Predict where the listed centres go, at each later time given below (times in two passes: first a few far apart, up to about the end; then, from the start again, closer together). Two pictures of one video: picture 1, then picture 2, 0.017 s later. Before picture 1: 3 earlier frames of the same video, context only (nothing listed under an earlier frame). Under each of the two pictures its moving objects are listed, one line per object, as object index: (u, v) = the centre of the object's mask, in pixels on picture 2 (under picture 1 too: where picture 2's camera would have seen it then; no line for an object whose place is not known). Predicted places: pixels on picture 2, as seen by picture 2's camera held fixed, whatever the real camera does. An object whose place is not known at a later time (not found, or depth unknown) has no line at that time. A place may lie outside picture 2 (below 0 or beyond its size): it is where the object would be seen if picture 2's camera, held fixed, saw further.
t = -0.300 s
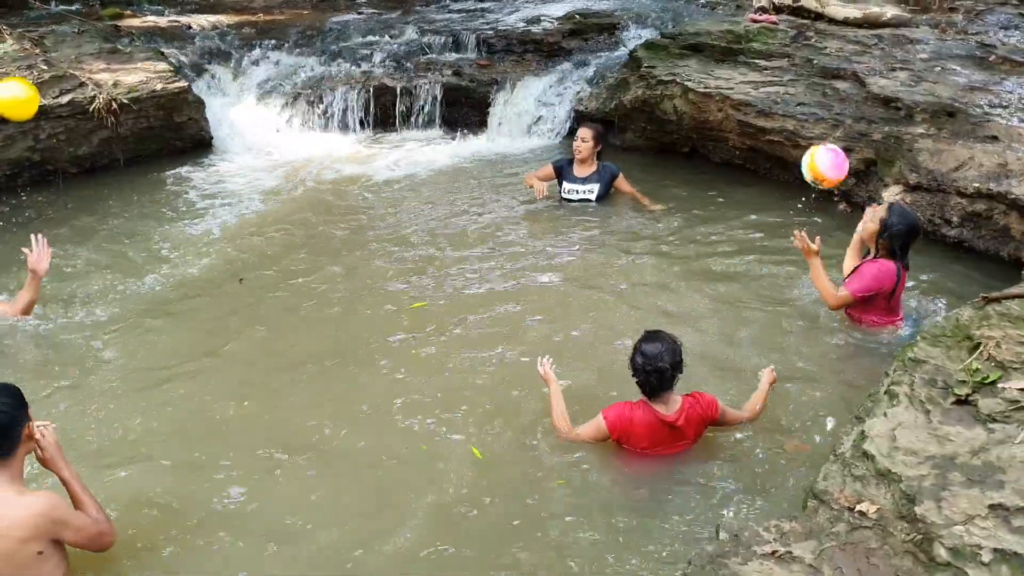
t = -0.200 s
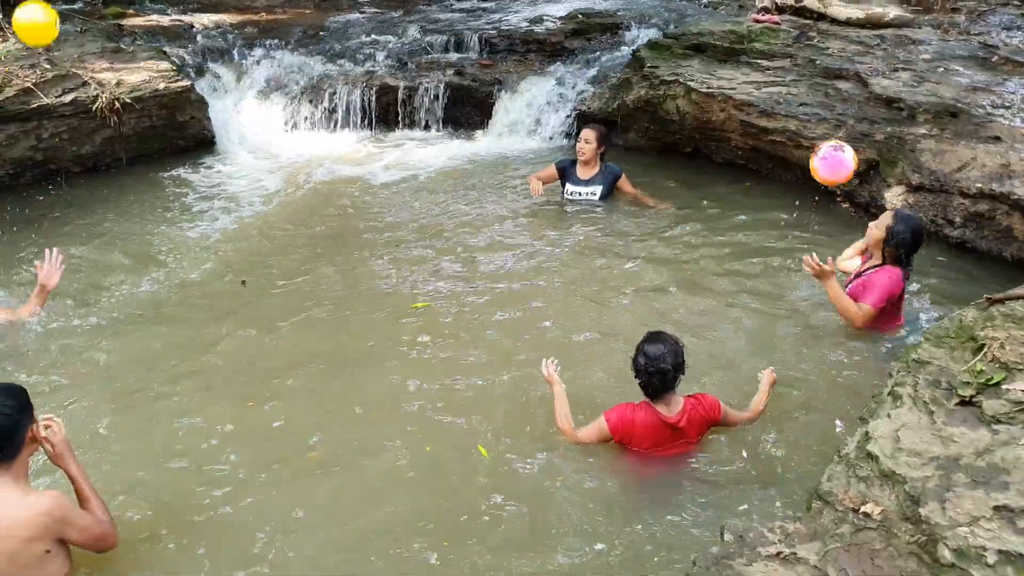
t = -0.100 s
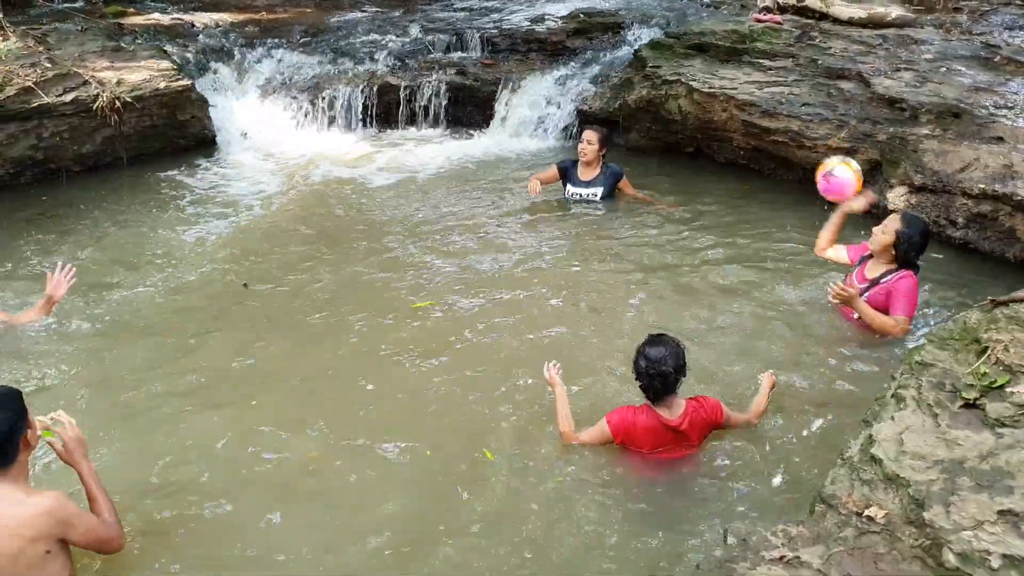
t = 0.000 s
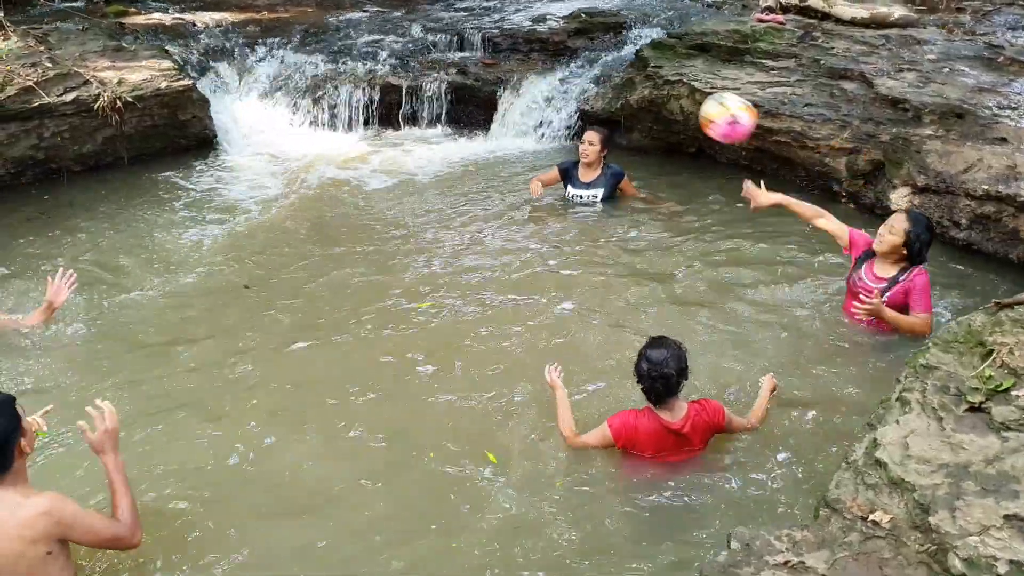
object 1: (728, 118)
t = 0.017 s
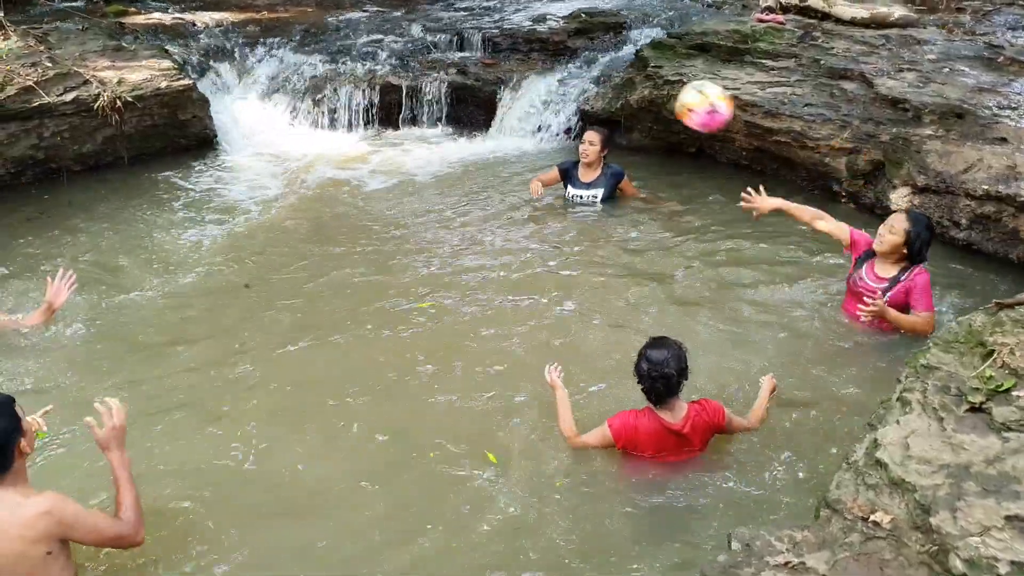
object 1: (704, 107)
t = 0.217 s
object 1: (408, 29)
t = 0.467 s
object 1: (197, 53)
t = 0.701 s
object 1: (130, 195)
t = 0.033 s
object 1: (680, 96)
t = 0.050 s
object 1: (657, 86)
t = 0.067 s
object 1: (633, 77)
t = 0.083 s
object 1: (608, 69)
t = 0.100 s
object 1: (583, 62)
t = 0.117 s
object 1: (558, 54)
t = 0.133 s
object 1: (533, 49)
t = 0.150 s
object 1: (509, 44)
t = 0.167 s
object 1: (483, 39)
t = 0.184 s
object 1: (458, 35)
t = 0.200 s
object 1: (433, 31)
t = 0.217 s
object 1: (408, 29)
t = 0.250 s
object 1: (358, 25)
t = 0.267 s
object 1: (334, 25)
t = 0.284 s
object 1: (310, 24)
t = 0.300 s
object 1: (285, 24)
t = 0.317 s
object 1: (268, 24)
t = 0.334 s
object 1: (255, 25)
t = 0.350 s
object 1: (246, 26)
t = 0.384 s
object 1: (231, 30)
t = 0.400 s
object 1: (224, 34)
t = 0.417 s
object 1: (217, 37)
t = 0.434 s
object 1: (210, 42)
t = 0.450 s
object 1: (204, 48)
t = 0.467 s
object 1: (197, 53)
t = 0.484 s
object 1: (191, 60)
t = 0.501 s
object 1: (185, 68)
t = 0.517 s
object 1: (179, 76)
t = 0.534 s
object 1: (174, 85)
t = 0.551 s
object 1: (169, 95)
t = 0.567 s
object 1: (164, 104)
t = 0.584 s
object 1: (159, 114)
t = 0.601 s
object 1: (155, 125)
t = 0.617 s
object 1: (150, 136)
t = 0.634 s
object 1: (146, 147)
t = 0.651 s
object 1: (142, 159)
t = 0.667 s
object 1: (139, 170)
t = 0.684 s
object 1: (134, 183)
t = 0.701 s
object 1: (130, 195)
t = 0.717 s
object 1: (126, 208)
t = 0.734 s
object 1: (122, 221)
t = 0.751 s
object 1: (119, 235)
